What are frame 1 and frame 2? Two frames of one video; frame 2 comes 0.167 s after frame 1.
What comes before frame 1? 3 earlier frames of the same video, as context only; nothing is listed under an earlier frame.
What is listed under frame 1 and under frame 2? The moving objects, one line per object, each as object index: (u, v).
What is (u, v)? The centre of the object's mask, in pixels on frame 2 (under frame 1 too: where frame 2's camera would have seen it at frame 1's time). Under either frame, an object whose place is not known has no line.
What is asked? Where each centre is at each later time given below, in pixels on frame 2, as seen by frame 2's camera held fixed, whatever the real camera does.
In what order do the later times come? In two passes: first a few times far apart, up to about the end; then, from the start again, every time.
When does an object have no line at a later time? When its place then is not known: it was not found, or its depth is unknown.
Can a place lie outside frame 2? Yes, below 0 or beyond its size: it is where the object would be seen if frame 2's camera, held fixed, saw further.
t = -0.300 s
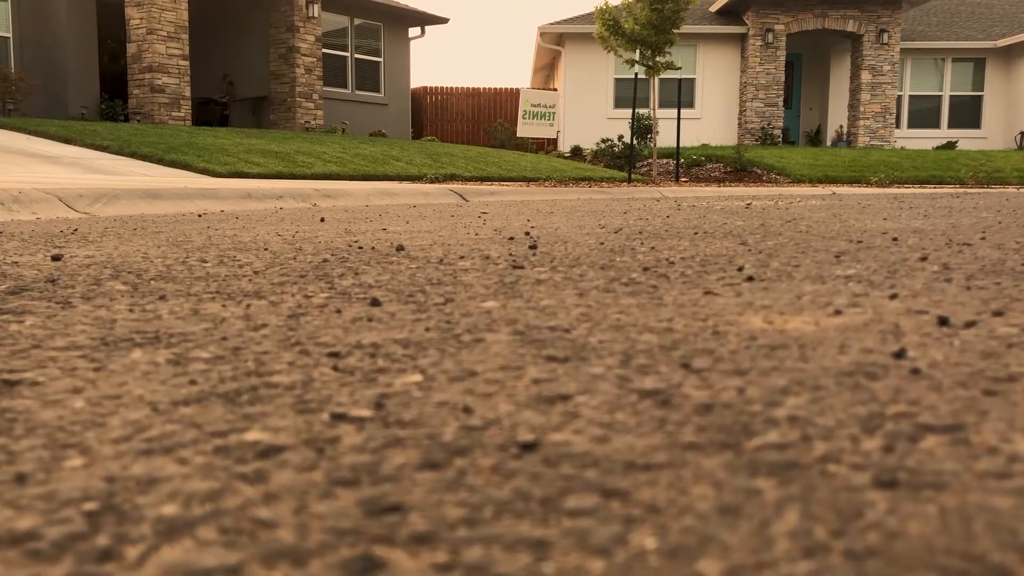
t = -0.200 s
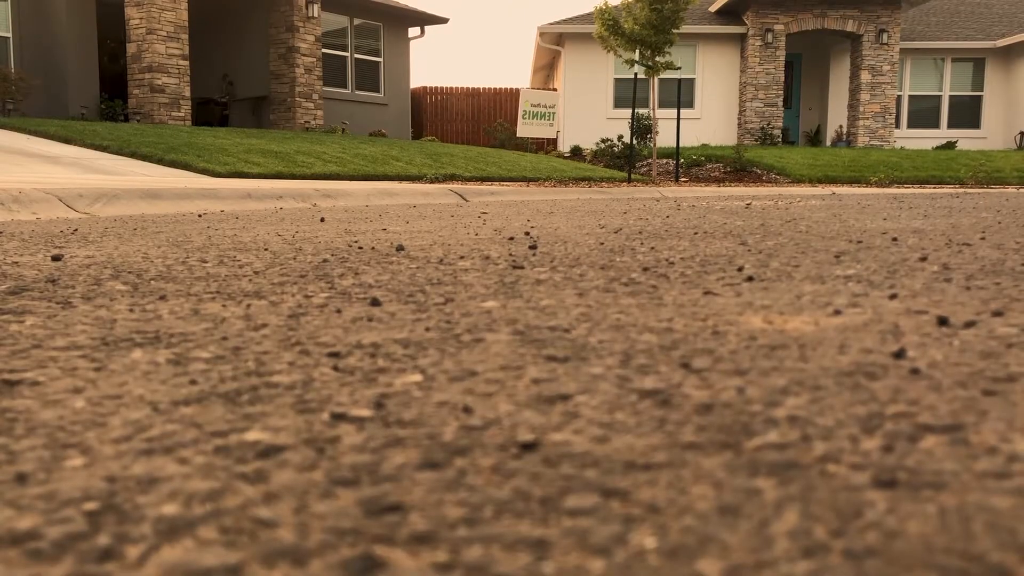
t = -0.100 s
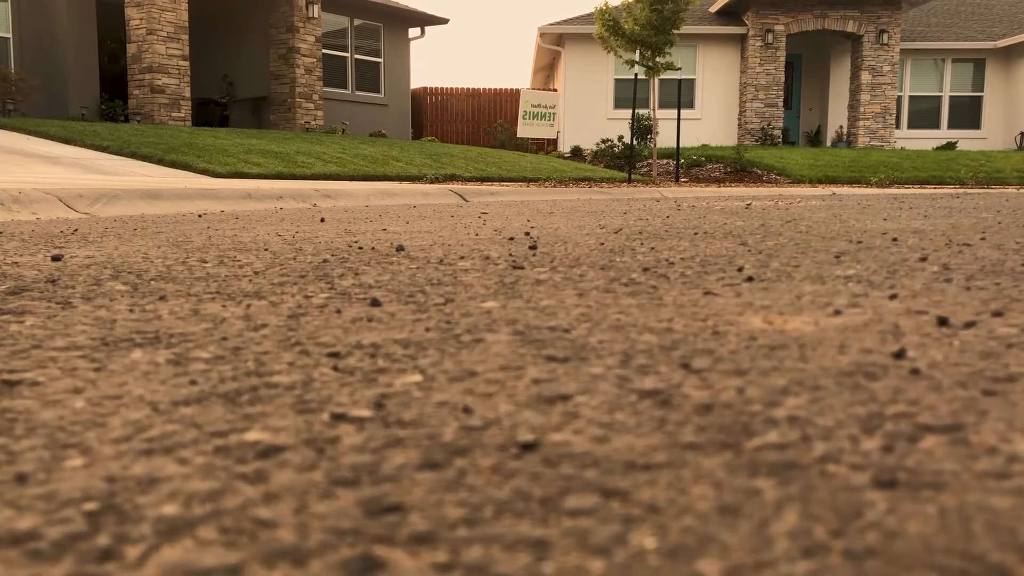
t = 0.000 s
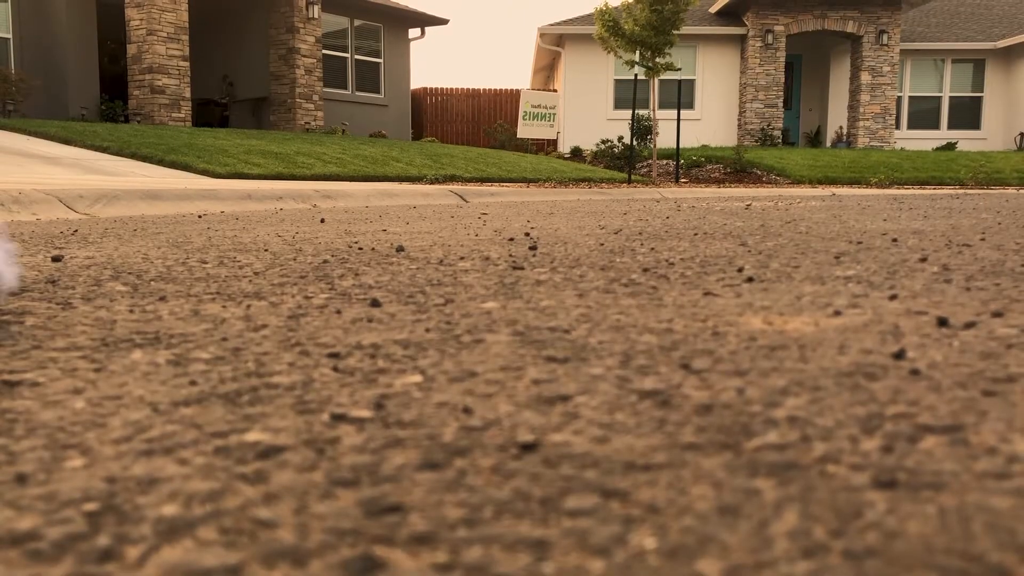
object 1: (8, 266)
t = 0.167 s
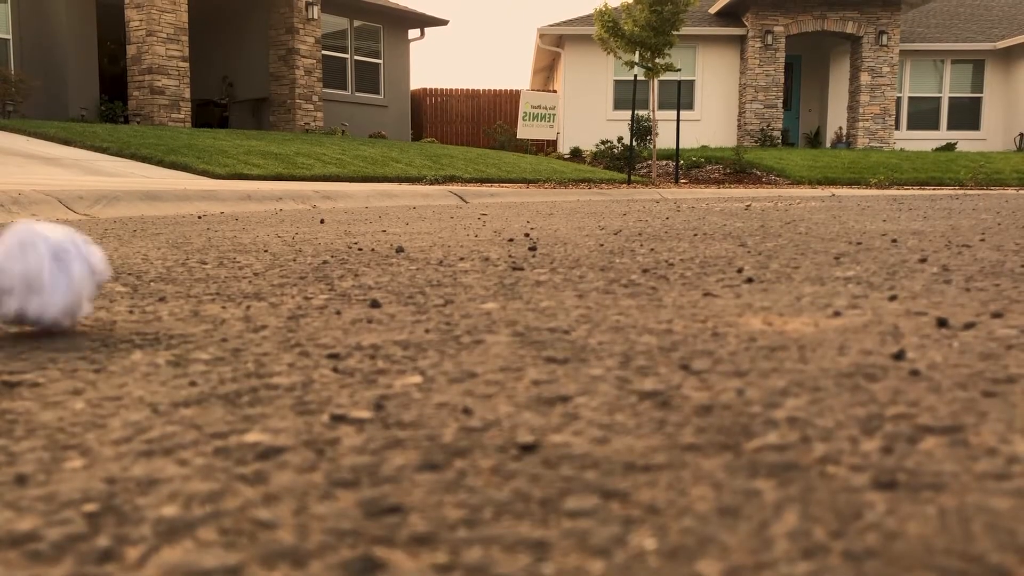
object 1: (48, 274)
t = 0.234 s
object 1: (69, 284)
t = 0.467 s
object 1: (156, 280)
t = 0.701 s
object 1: (222, 298)
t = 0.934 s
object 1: (200, 295)
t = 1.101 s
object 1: (203, 298)
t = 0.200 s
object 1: (56, 282)
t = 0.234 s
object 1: (69, 284)
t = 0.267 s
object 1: (86, 284)
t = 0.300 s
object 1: (105, 279)
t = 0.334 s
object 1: (121, 277)
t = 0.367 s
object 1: (135, 275)
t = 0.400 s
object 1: (145, 276)
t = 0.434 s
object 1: (152, 277)
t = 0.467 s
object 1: (156, 280)
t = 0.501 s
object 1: (163, 285)
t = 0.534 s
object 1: (168, 284)
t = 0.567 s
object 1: (174, 284)
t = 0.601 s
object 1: (182, 288)
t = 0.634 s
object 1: (193, 294)
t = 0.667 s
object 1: (210, 297)
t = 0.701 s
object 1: (222, 298)
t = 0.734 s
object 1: (228, 298)
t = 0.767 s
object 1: (231, 297)
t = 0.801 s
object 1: (230, 297)
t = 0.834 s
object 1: (223, 299)
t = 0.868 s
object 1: (215, 299)
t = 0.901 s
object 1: (207, 298)
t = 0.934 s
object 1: (200, 295)
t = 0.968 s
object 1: (197, 293)
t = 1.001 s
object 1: (201, 294)
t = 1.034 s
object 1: (204, 296)
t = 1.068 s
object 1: (203, 298)
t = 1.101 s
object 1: (203, 298)
